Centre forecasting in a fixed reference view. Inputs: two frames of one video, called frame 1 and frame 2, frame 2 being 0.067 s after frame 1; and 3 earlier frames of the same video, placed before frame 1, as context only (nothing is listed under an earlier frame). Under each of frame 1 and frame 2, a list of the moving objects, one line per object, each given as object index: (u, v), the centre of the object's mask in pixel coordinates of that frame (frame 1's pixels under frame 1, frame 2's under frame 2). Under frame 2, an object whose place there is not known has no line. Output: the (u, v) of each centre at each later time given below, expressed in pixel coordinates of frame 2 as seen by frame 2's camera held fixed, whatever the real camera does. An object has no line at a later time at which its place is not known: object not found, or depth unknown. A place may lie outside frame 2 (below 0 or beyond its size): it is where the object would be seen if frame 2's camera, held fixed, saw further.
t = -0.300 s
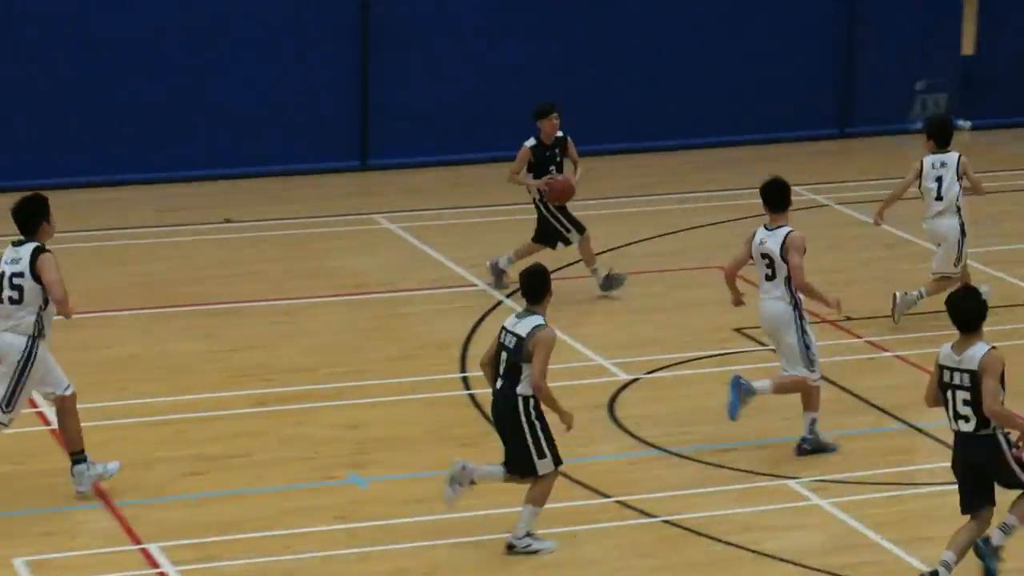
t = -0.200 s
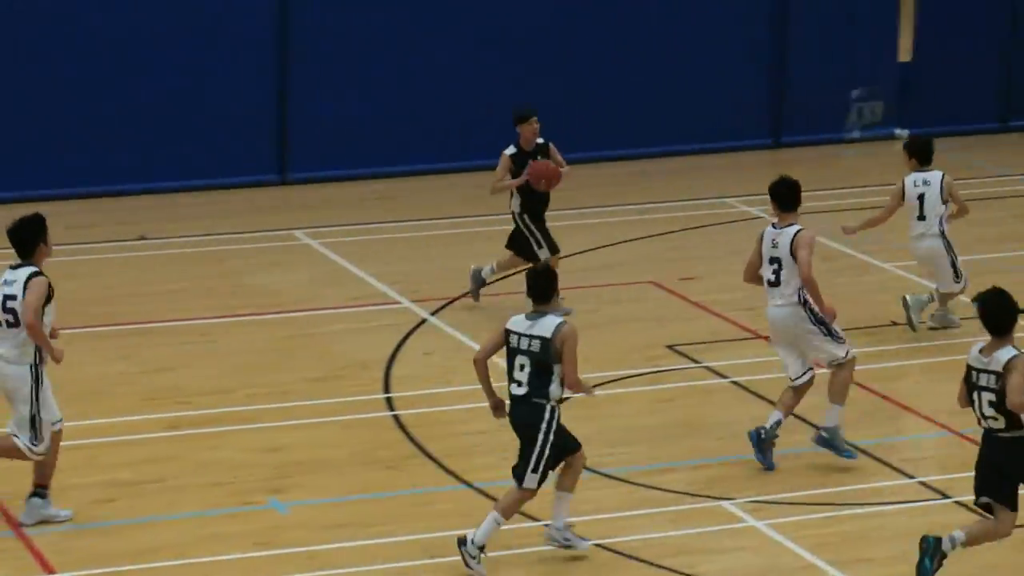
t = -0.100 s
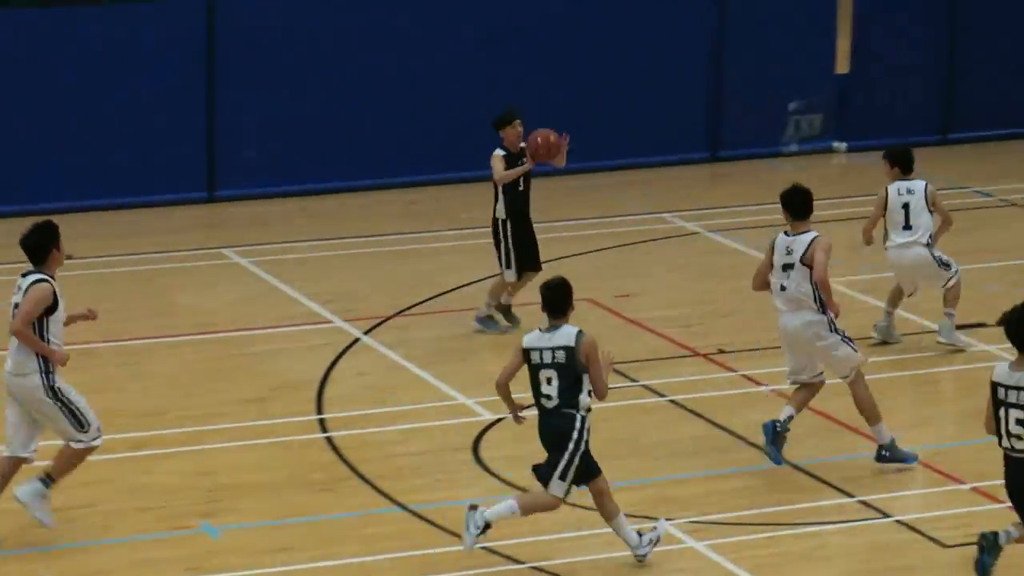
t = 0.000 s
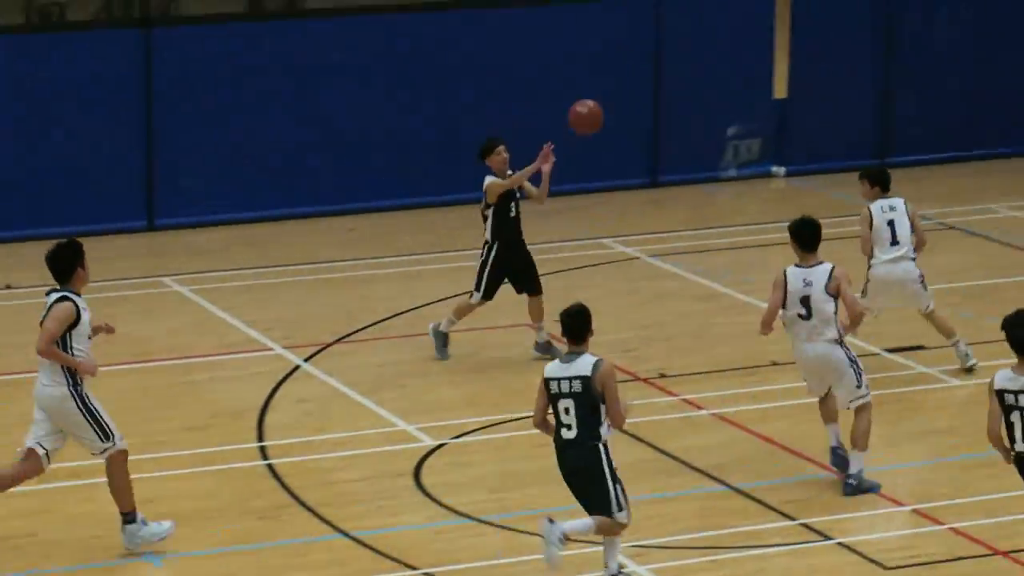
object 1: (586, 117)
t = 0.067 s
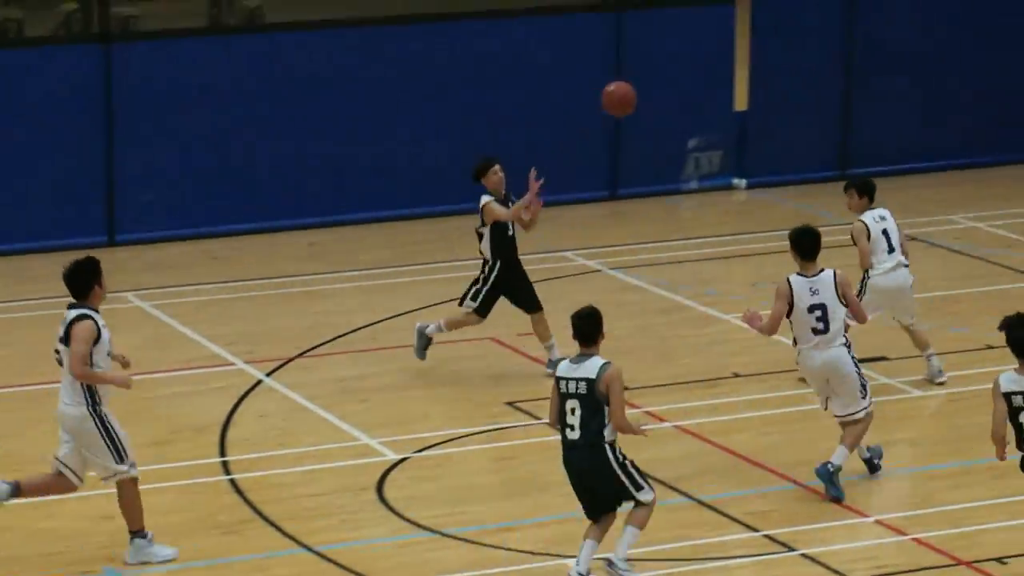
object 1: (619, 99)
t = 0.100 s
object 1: (654, 86)
